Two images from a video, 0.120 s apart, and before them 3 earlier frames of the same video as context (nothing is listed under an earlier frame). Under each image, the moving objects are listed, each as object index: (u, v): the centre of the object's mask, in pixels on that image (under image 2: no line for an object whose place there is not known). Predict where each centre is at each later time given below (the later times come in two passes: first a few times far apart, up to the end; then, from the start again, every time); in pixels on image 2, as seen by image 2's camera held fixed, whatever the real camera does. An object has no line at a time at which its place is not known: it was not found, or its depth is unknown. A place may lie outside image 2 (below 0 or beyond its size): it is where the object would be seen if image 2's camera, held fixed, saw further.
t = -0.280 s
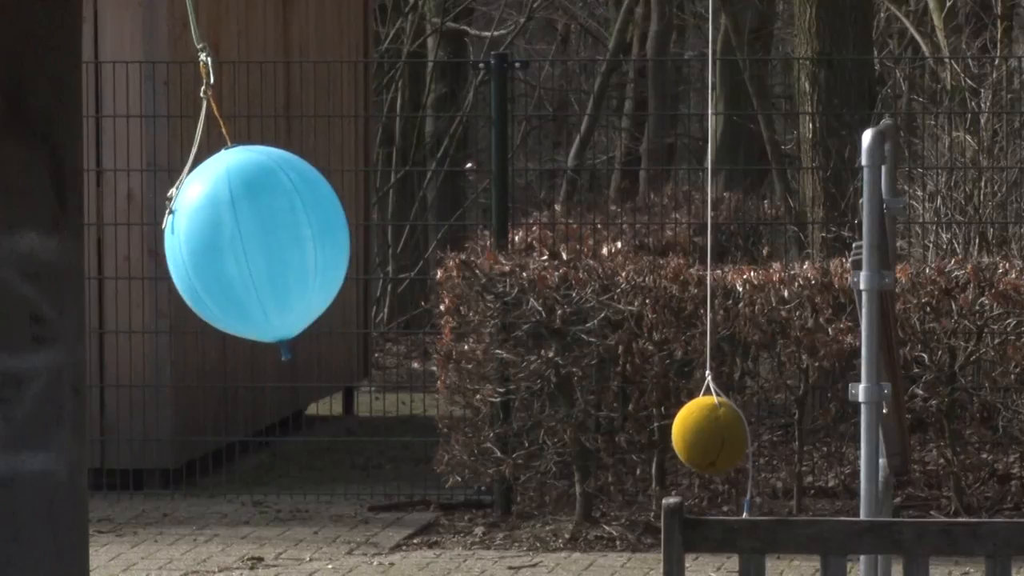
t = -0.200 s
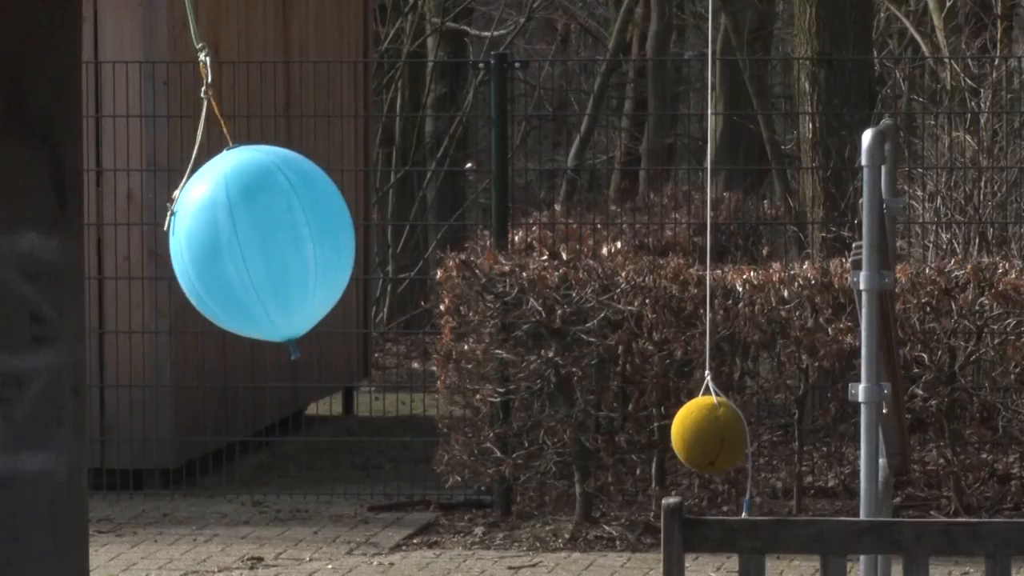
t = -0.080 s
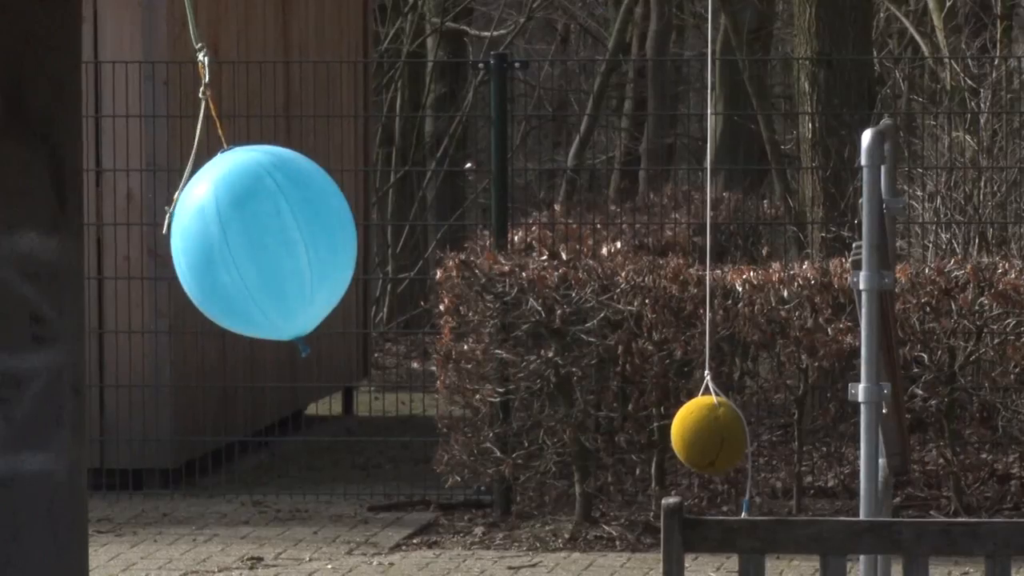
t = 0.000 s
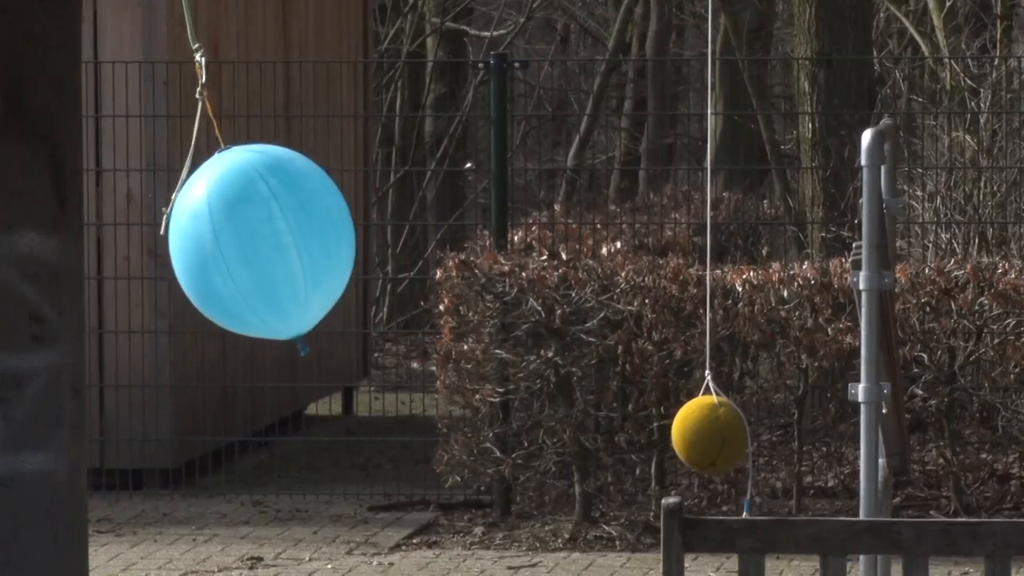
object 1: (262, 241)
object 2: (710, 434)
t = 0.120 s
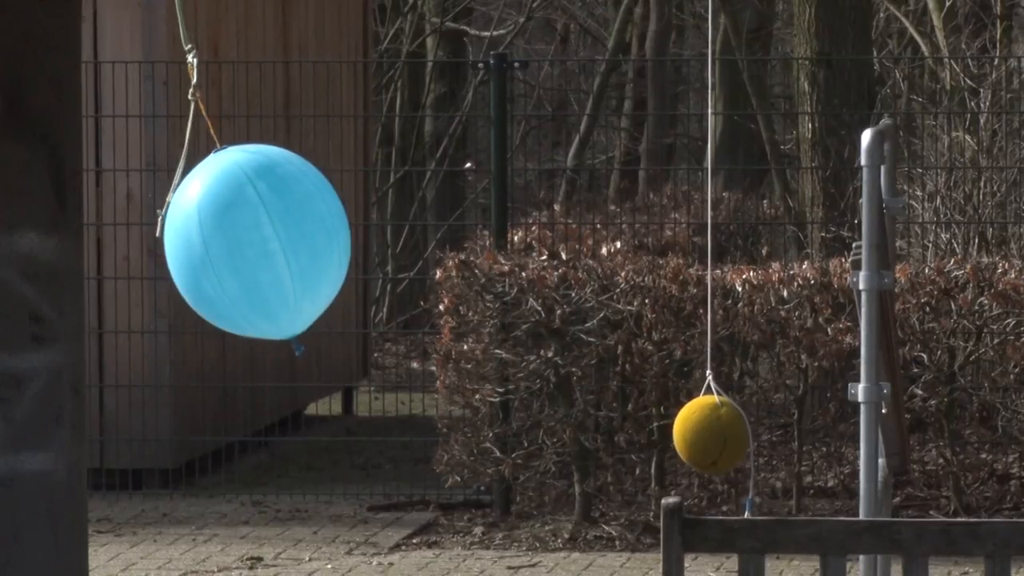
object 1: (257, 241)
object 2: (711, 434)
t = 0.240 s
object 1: (252, 241)
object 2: (714, 434)
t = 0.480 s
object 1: (242, 244)
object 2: (720, 434)
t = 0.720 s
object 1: (218, 248)
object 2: (725, 434)
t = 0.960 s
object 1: (173, 246)
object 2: (727, 434)
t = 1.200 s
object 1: (139, 235)
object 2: (726, 435)
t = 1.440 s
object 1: (116, 215)
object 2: (720, 435)
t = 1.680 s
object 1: (102, 194)
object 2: (714, 436)
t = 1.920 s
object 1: (100, 183)
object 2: (707, 435)
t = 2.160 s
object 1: (113, 196)
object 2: (703, 435)
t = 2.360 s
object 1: (134, 217)
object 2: (704, 435)
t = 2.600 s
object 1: (164, 226)
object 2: (708, 434)
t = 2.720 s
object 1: (184, 230)
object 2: (711, 434)
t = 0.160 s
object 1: (255, 241)
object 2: (712, 434)
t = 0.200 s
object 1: (254, 241)
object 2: (713, 434)
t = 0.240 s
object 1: (252, 241)
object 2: (714, 434)
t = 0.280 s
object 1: (251, 242)
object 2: (714, 434)
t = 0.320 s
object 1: (249, 242)
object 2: (715, 434)
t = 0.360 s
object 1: (248, 242)
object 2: (716, 434)
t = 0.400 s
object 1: (246, 243)
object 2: (718, 434)
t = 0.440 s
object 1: (244, 243)
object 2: (718, 434)
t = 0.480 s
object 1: (242, 244)
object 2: (720, 434)
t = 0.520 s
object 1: (239, 245)
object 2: (721, 434)
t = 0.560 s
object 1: (236, 246)
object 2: (721, 434)
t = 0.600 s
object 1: (233, 247)
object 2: (722, 434)
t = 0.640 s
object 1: (228, 248)
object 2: (723, 434)
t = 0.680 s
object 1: (223, 248)
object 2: (724, 434)
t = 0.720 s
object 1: (218, 248)
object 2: (725, 434)
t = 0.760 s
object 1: (211, 248)
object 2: (725, 434)
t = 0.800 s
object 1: (205, 248)
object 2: (726, 434)
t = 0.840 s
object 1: (197, 248)
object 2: (726, 434)
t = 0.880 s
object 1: (190, 248)
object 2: (727, 434)
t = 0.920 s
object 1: (182, 247)
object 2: (727, 434)
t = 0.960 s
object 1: (173, 246)
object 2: (727, 434)
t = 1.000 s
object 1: (167, 245)
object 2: (727, 434)
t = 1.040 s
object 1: (160, 243)
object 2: (727, 434)
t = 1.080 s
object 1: (154, 241)
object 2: (727, 434)
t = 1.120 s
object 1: (149, 239)
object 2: (727, 434)
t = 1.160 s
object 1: (144, 237)
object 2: (726, 435)
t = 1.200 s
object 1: (139, 235)
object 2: (726, 435)
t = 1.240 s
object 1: (134, 232)
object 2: (725, 435)
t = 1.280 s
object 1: (130, 230)
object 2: (724, 435)
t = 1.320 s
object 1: (126, 226)
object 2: (724, 435)
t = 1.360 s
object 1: (122, 223)
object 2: (723, 435)
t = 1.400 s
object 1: (119, 219)
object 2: (722, 435)
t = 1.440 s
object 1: (116, 215)
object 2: (720, 435)
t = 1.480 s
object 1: (113, 213)
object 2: (720, 435)
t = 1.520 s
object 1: (110, 208)
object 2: (718, 435)
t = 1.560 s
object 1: (108, 205)
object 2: (717, 435)
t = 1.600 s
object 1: (105, 201)
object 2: (716, 436)
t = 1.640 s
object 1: (104, 197)
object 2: (715, 436)
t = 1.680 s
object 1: (102, 194)
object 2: (714, 436)
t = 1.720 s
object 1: (101, 191)
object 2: (713, 436)
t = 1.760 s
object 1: (99, 189)
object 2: (712, 436)
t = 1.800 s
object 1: (99, 186)
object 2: (711, 436)
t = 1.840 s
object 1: (99, 185)
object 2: (710, 436)
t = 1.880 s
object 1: (100, 184)
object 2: (709, 436)
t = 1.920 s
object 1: (100, 183)
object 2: (707, 435)
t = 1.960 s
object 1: (101, 183)
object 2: (706, 436)
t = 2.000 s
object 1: (103, 184)
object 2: (705, 435)
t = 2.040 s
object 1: (105, 187)
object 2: (704, 435)
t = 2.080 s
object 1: (107, 189)
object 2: (704, 435)
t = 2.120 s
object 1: (110, 192)
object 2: (703, 435)
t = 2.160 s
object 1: (113, 196)
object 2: (703, 435)
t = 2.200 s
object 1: (117, 200)
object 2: (703, 435)
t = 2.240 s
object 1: (120, 205)
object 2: (703, 435)
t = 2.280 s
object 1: (125, 209)
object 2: (703, 435)
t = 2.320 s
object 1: (129, 213)
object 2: (703, 435)
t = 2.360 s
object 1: (134, 217)
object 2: (704, 435)
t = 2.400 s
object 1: (139, 220)
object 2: (704, 435)
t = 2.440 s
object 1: (144, 222)
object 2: (705, 434)
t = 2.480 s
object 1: (149, 224)
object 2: (705, 434)
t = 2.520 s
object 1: (154, 225)
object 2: (706, 434)
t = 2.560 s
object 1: (159, 226)
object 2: (707, 434)
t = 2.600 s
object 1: (164, 226)
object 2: (708, 434)
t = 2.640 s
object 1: (169, 227)
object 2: (709, 434)
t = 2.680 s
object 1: (176, 228)
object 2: (710, 434)
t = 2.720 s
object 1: (184, 230)
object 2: (711, 434)
